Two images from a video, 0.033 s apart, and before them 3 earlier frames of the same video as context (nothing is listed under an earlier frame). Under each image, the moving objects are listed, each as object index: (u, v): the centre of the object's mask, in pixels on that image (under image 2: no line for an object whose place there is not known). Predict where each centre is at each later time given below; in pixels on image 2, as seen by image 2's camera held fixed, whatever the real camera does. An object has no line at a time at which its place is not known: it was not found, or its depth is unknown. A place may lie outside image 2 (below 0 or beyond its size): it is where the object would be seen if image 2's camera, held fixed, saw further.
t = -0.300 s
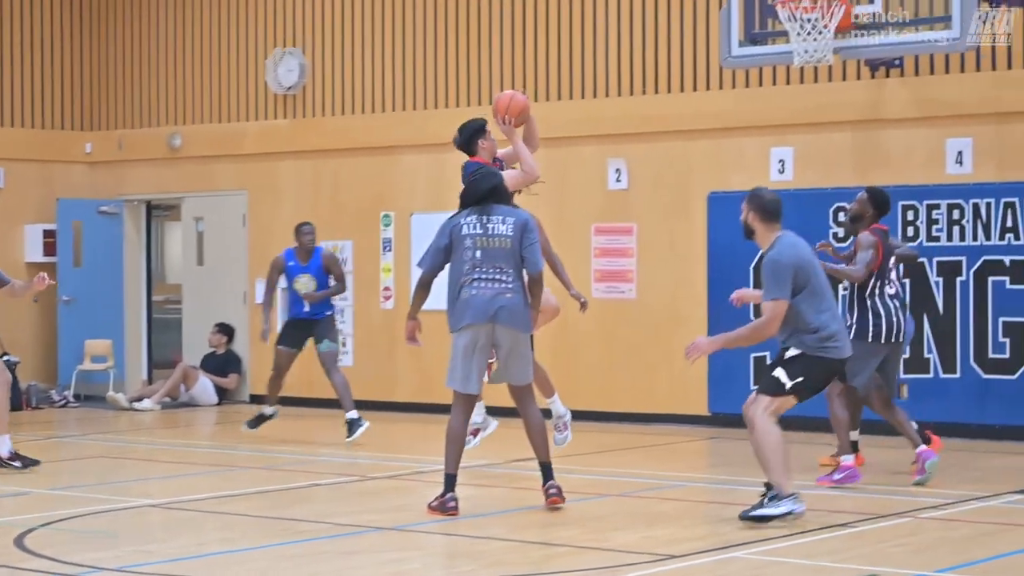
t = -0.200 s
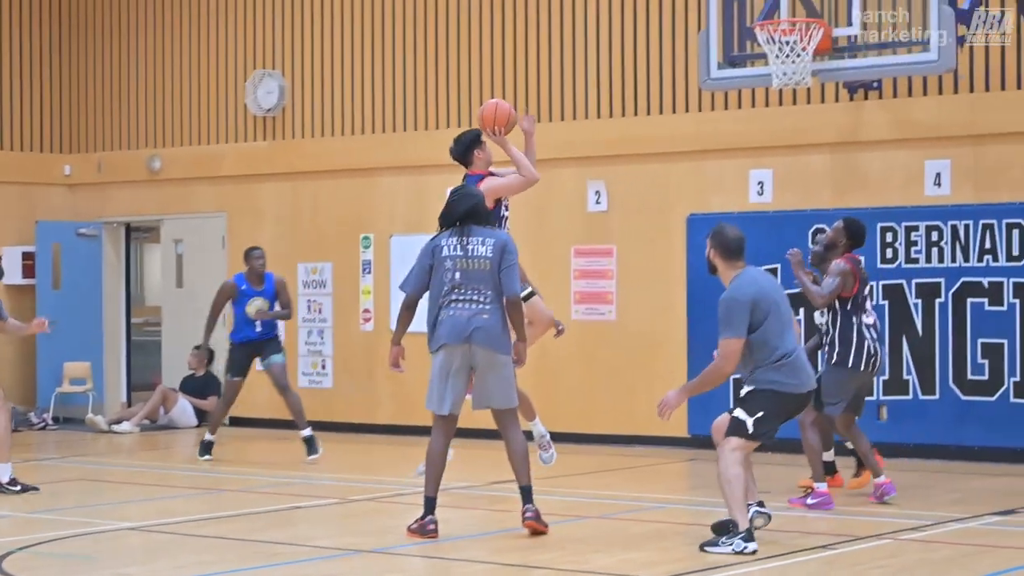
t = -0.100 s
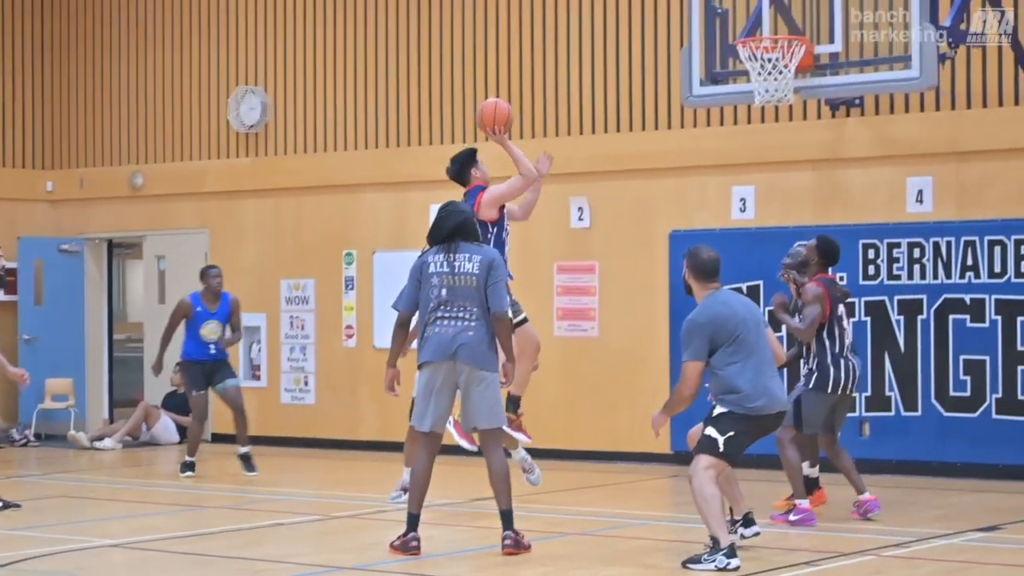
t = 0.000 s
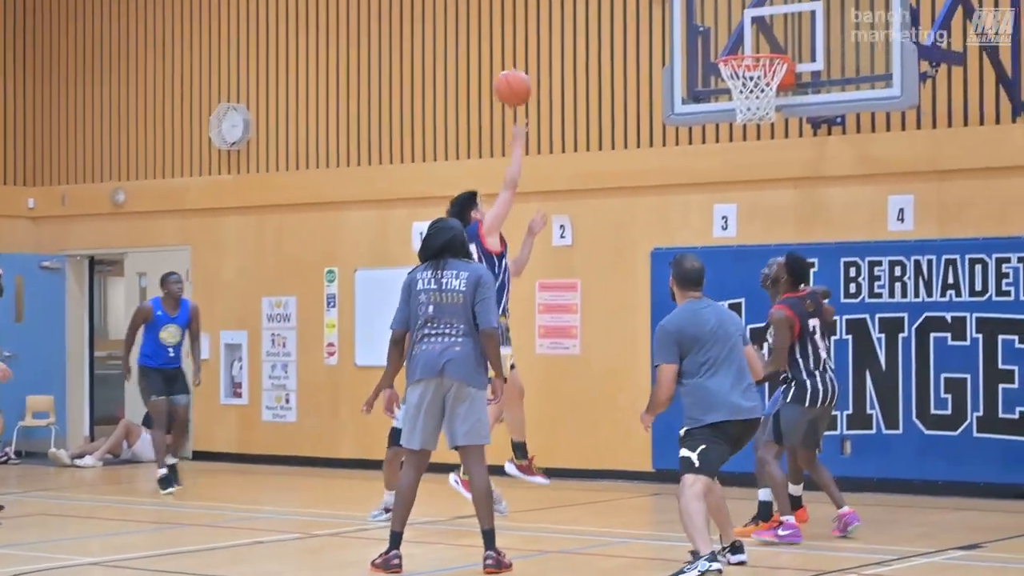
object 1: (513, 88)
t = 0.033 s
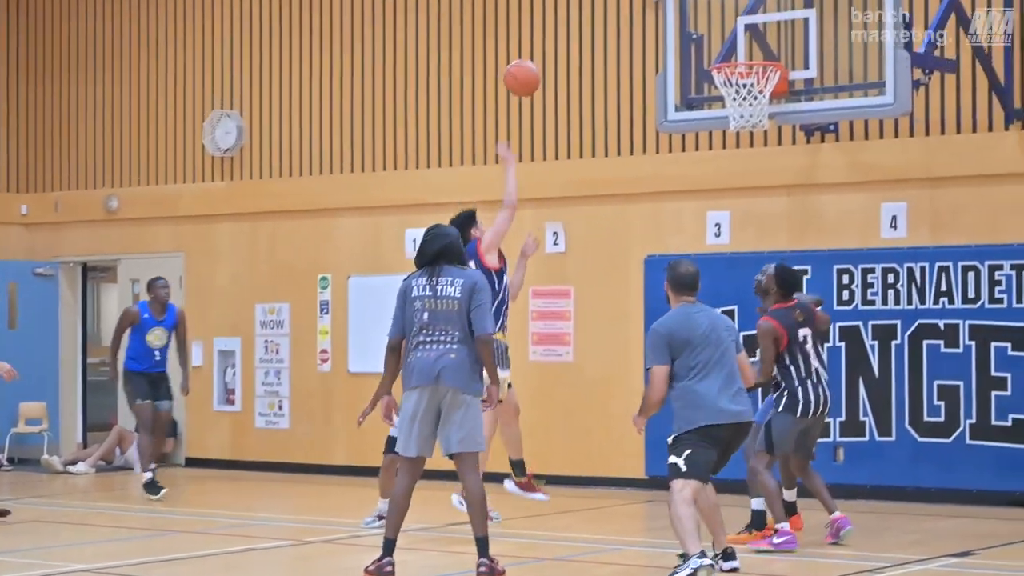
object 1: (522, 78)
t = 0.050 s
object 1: (530, 70)
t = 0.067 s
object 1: (538, 63)
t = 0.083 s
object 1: (546, 56)
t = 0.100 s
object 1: (553, 49)
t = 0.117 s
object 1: (561, 43)
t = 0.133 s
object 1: (569, 38)
